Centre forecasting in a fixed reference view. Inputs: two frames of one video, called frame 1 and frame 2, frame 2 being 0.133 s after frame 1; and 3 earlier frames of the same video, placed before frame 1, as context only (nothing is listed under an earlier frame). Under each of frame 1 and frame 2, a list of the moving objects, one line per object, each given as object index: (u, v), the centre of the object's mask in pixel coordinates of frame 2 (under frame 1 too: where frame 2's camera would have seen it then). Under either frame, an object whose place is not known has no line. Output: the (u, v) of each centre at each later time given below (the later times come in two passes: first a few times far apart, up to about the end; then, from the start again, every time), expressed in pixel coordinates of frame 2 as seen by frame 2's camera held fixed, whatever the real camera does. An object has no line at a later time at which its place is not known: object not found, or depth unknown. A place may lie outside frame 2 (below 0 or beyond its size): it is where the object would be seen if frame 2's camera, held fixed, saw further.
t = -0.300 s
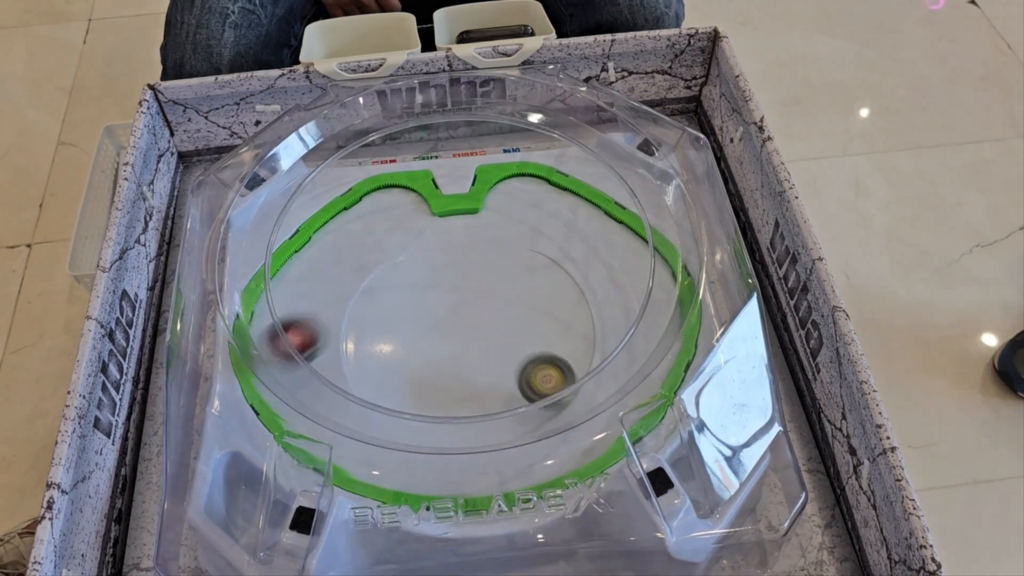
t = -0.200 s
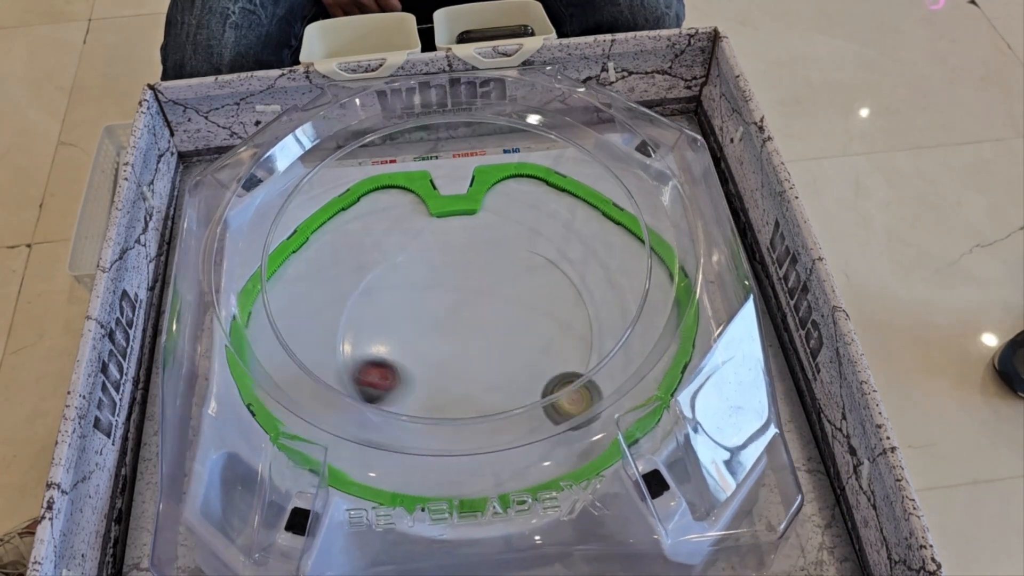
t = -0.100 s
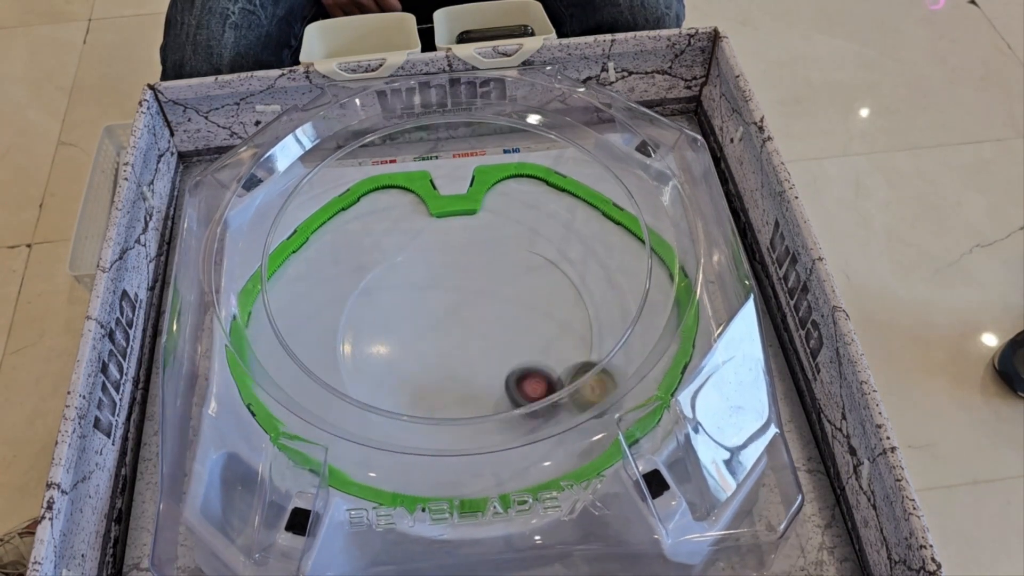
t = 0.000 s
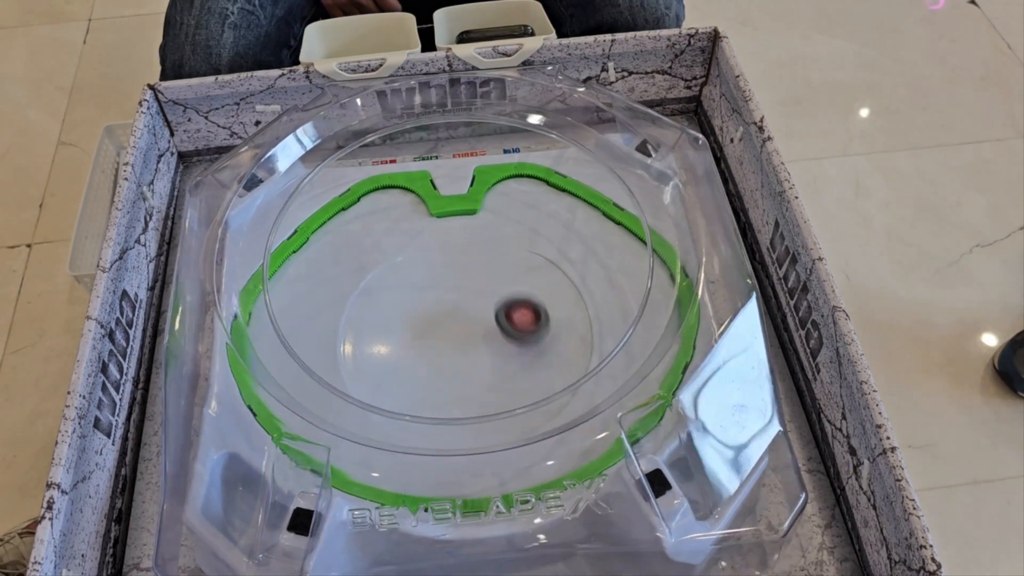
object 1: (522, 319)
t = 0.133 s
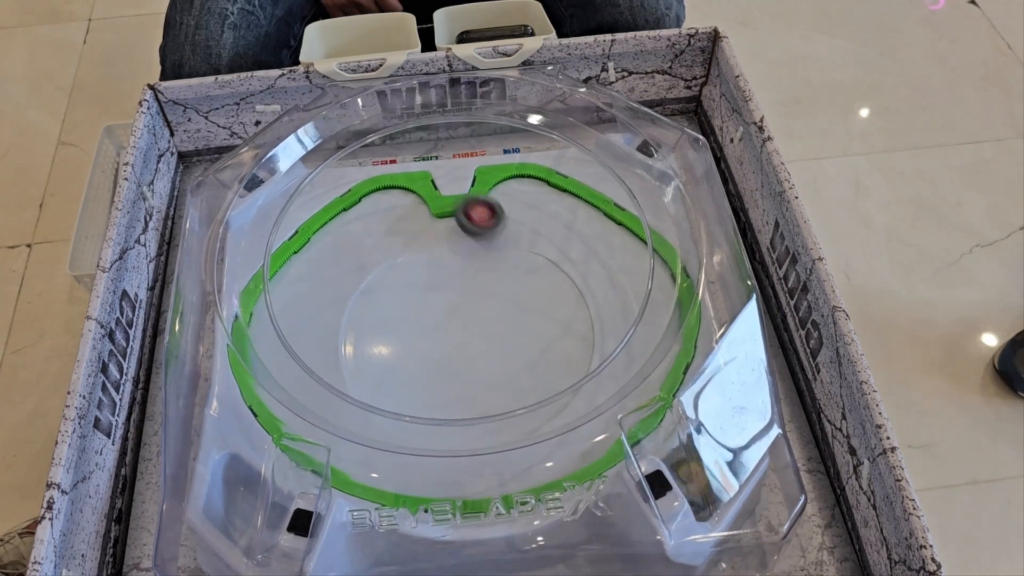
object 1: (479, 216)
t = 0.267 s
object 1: (417, 250)
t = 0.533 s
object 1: (394, 369)
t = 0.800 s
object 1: (540, 324)
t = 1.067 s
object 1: (546, 212)
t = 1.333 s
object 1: (483, 258)
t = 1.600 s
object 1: (469, 450)
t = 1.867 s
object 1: (546, 444)
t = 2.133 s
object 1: (660, 334)
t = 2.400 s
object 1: (487, 194)
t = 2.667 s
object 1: (431, 463)
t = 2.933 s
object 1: (467, 292)
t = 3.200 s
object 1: (441, 238)
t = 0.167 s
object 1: (463, 199)
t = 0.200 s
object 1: (447, 209)
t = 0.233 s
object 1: (432, 228)
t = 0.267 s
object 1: (417, 250)
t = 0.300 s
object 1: (404, 267)
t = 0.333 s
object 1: (392, 287)
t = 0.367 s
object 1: (384, 305)
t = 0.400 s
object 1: (378, 321)
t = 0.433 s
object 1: (376, 336)
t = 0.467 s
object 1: (378, 349)
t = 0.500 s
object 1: (384, 360)
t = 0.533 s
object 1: (394, 369)
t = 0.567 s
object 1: (408, 374)
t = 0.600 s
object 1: (425, 377)
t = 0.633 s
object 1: (444, 376)
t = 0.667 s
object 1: (464, 371)
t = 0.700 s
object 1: (485, 364)
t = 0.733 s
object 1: (506, 353)
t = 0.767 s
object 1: (524, 339)
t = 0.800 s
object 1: (540, 324)
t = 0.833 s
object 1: (553, 307)
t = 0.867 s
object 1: (563, 289)
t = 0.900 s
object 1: (569, 272)
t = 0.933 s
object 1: (568, 255)
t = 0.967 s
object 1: (562, 244)
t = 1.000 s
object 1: (556, 233)
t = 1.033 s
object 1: (551, 223)
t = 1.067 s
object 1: (546, 212)
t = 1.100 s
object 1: (542, 202)
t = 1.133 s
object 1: (540, 190)
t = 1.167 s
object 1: (538, 180)
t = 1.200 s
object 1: (538, 169)
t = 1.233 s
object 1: (510, 171)
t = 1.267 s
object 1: (491, 196)
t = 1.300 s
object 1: (487, 227)
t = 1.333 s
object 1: (483, 258)
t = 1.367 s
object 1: (479, 292)
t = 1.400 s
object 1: (474, 325)
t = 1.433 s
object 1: (470, 356)
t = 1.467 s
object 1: (467, 384)
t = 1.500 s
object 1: (466, 405)
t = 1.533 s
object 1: (465, 428)
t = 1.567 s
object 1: (466, 440)
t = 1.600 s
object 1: (469, 450)
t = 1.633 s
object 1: (473, 459)
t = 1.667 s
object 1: (479, 461)
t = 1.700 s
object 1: (486, 465)
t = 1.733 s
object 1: (495, 463)
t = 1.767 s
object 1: (506, 460)
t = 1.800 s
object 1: (518, 456)
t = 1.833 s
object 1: (531, 450)
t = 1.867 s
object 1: (546, 444)
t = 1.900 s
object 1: (561, 436)
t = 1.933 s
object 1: (578, 429)
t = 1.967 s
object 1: (592, 422)
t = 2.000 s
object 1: (611, 412)
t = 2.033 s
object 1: (629, 405)
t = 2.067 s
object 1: (638, 379)
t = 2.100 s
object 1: (649, 356)
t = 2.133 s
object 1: (660, 334)
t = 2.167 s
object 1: (670, 314)
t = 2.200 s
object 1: (673, 297)
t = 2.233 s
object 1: (652, 264)
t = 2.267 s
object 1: (628, 235)
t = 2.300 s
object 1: (608, 209)
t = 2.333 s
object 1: (568, 188)
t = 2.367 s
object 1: (507, 172)
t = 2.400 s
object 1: (487, 194)
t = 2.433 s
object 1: (478, 239)
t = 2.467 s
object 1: (469, 293)
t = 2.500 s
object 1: (459, 338)
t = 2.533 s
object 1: (447, 385)
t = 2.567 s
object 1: (438, 420)
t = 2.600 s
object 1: (433, 445)
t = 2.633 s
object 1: (428, 477)
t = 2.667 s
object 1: (431, 463)
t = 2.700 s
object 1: (436, 438)
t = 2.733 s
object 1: (440, 418)
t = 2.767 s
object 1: (446, 394)
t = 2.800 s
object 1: (450, 377)
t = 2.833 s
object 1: (455, 355)
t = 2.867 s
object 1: (460, 332)
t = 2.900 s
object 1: (464, 311)
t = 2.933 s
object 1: (467, 292)
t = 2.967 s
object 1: (469, 275)
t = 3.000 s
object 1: (469, 261)
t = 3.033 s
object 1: (468, 249)
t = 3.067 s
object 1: (465, 241)
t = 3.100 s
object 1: (461, 236)
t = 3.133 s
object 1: (456, 235)
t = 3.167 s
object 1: (450, 235)
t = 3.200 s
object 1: (441, 238)
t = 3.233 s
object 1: (431, 244)
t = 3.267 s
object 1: (421, 252)
